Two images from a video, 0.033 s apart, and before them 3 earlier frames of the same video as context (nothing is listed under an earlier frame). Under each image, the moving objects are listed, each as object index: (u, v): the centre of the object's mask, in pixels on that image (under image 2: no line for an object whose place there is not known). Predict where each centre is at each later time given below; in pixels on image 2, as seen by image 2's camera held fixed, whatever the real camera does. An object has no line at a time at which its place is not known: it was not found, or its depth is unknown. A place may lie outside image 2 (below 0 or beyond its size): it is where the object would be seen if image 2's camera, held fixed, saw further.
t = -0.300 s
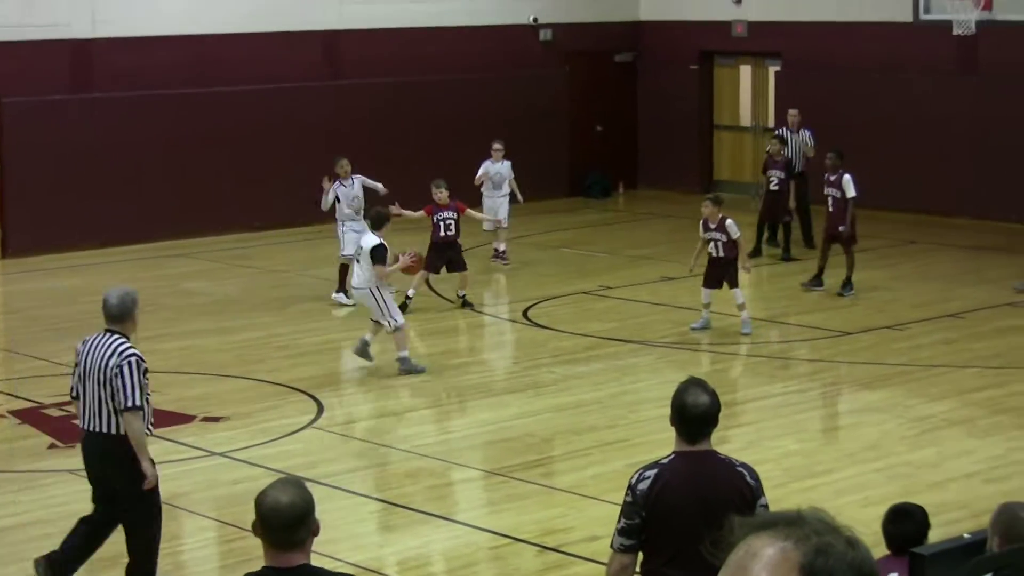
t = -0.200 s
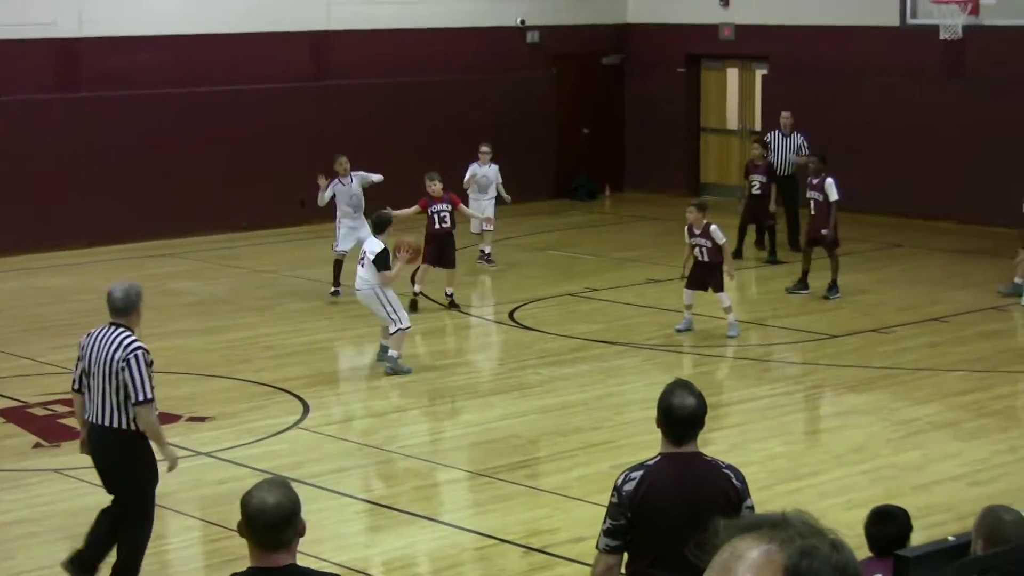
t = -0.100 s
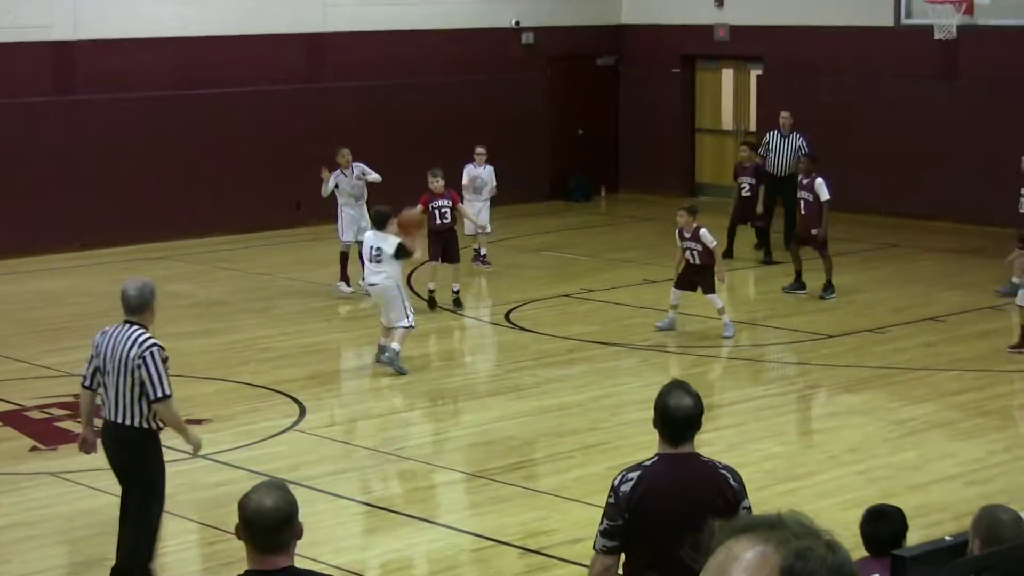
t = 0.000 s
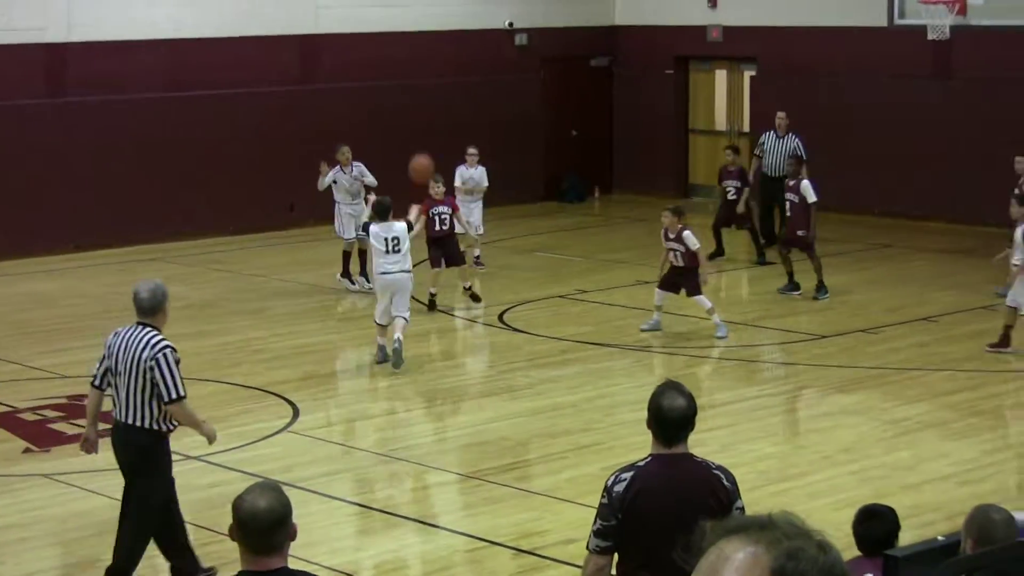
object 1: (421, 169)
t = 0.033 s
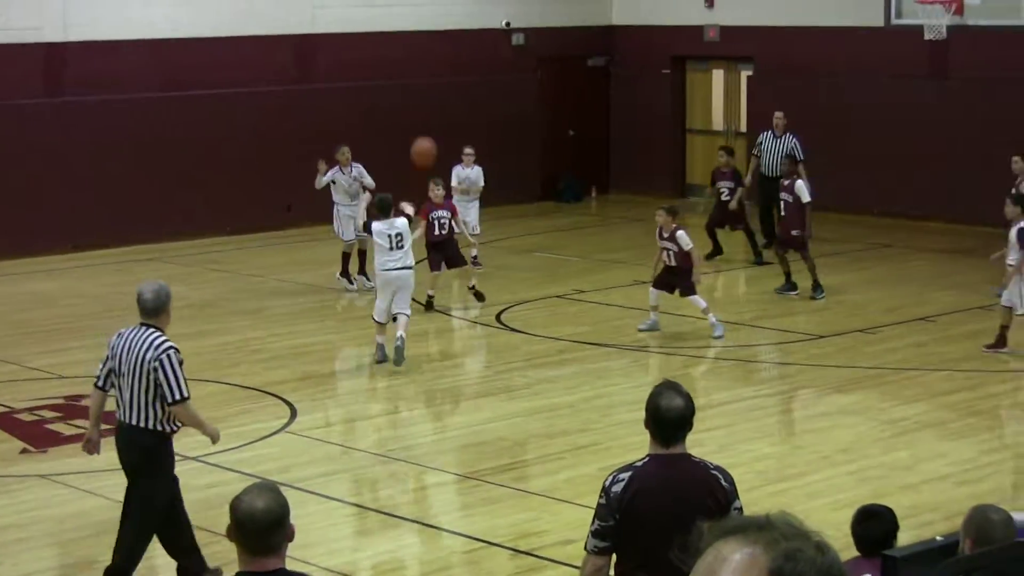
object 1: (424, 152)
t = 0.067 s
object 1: (429, 134)
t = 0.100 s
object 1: (433, 118)
